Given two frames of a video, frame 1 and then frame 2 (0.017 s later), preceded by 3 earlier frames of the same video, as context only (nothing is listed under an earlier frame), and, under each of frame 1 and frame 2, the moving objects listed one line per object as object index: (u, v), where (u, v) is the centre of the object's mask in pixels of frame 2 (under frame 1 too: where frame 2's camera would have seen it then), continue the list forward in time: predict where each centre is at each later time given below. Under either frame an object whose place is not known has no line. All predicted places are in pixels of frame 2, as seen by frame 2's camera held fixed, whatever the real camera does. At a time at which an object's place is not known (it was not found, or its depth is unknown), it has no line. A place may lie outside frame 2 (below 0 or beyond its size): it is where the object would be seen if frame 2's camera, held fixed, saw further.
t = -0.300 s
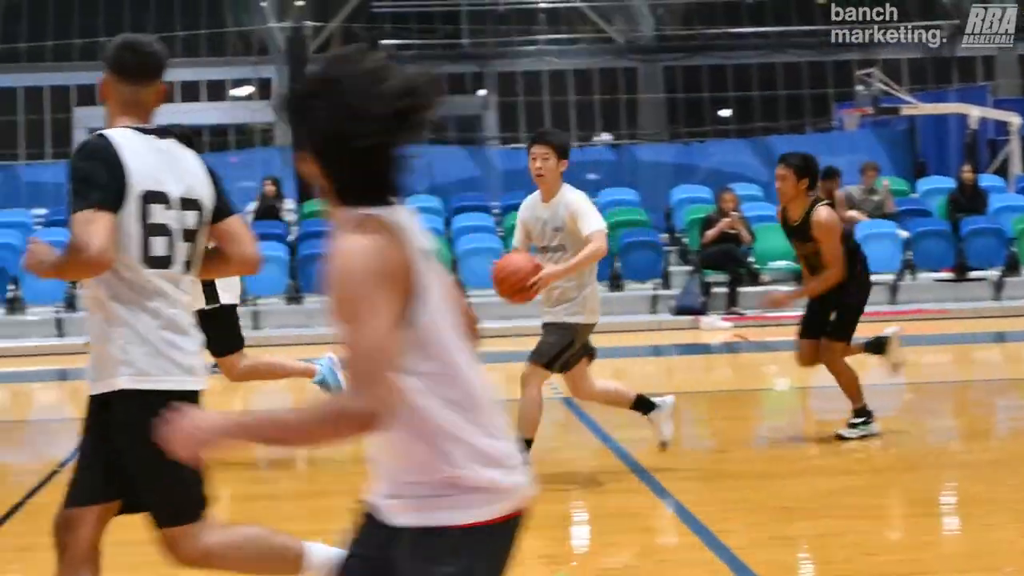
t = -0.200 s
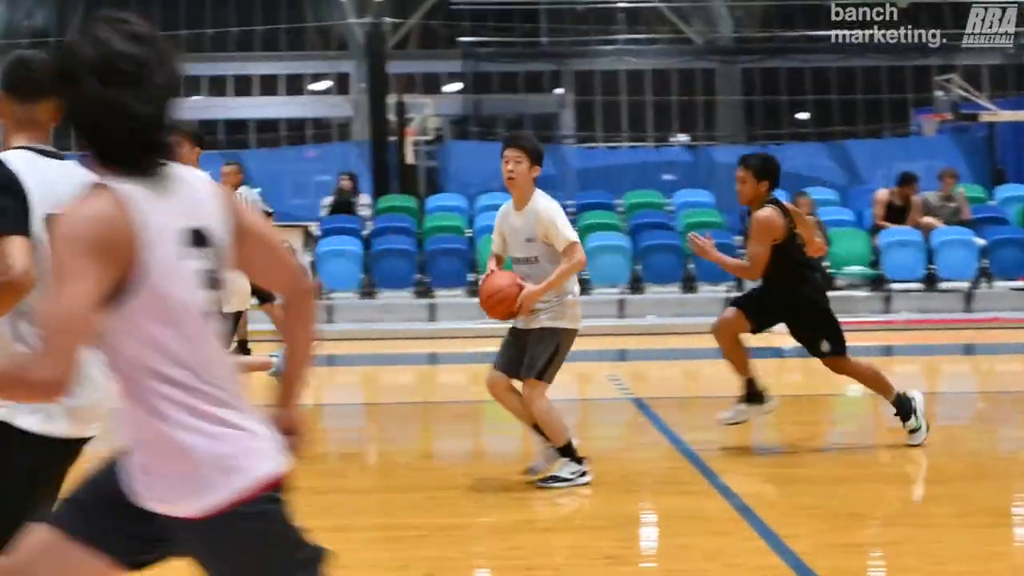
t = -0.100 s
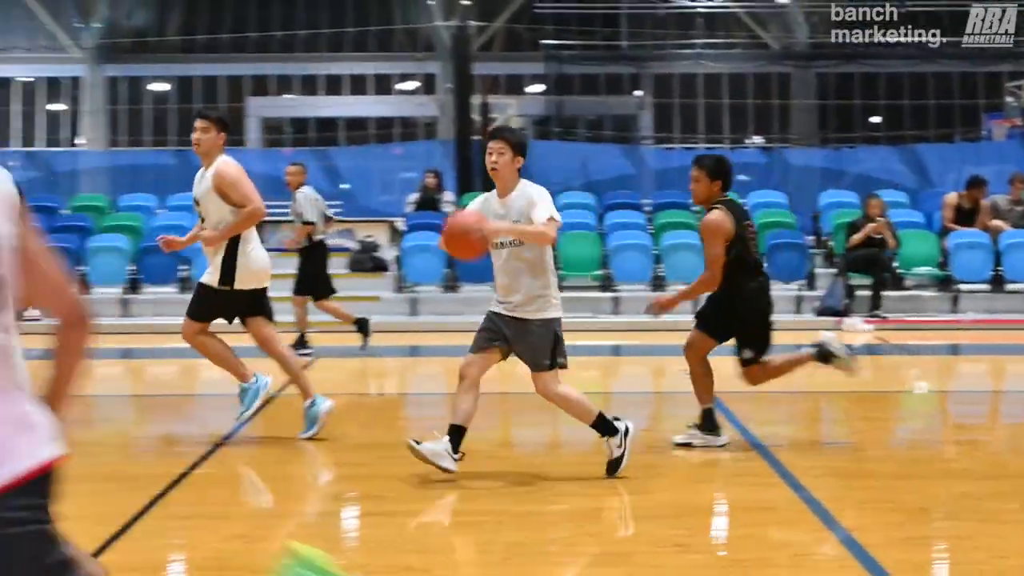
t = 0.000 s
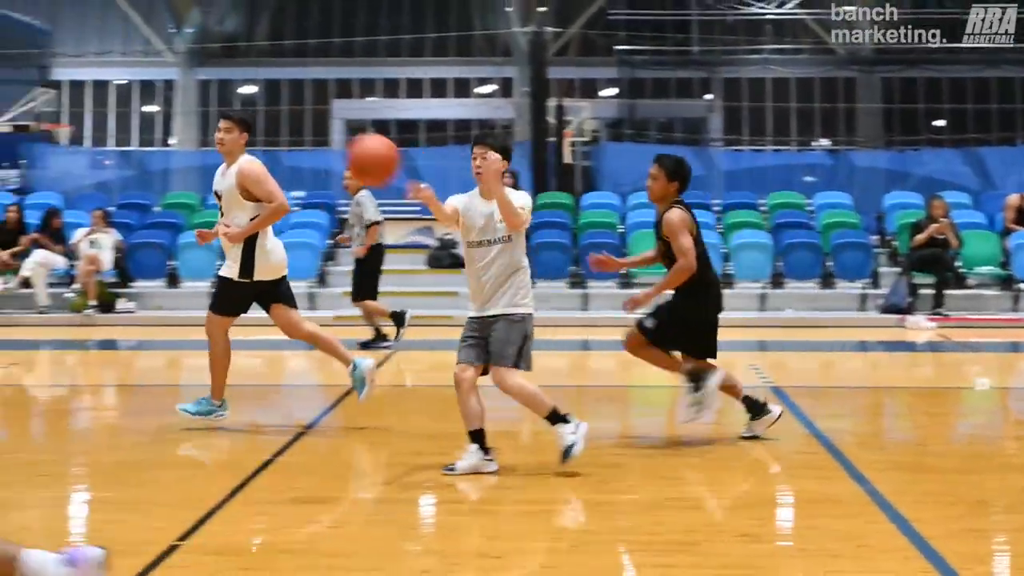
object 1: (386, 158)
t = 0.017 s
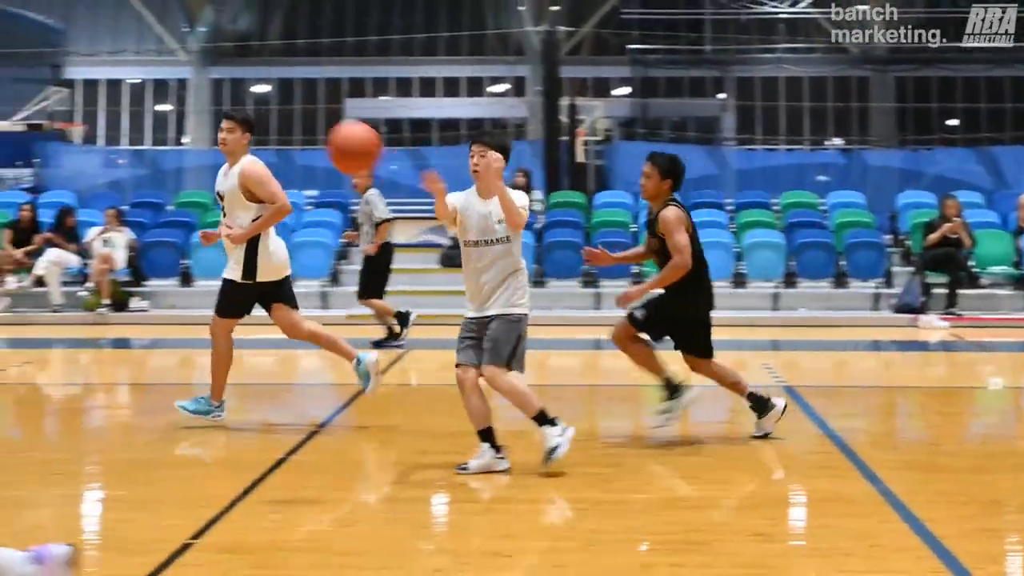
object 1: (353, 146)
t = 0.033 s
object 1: (320, 136)
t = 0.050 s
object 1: (287, 125)
